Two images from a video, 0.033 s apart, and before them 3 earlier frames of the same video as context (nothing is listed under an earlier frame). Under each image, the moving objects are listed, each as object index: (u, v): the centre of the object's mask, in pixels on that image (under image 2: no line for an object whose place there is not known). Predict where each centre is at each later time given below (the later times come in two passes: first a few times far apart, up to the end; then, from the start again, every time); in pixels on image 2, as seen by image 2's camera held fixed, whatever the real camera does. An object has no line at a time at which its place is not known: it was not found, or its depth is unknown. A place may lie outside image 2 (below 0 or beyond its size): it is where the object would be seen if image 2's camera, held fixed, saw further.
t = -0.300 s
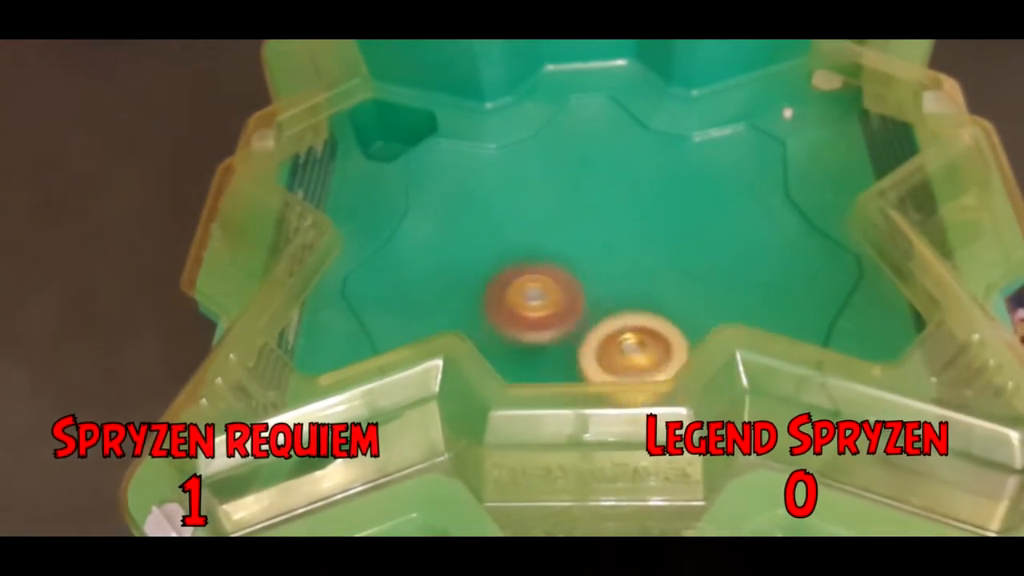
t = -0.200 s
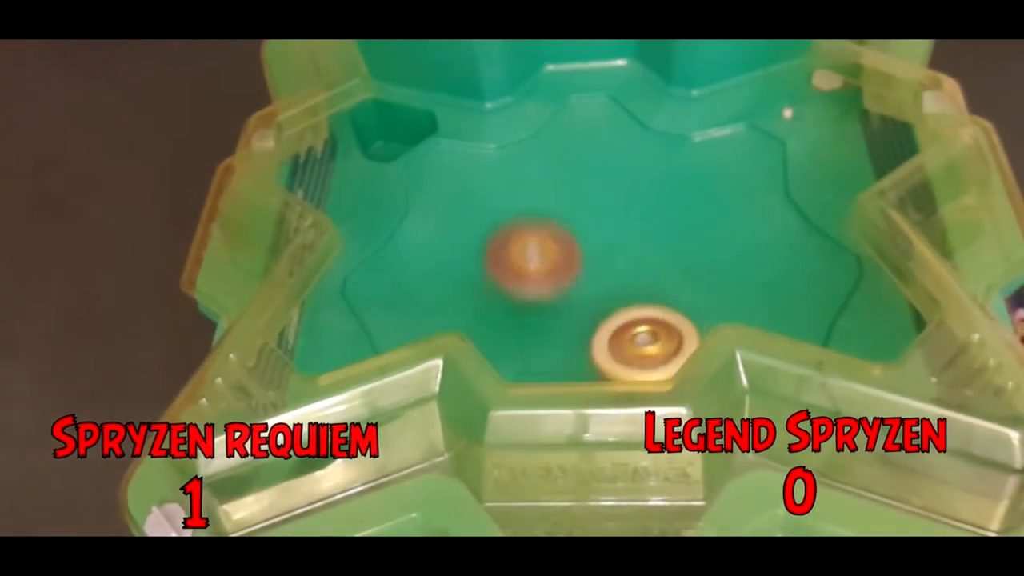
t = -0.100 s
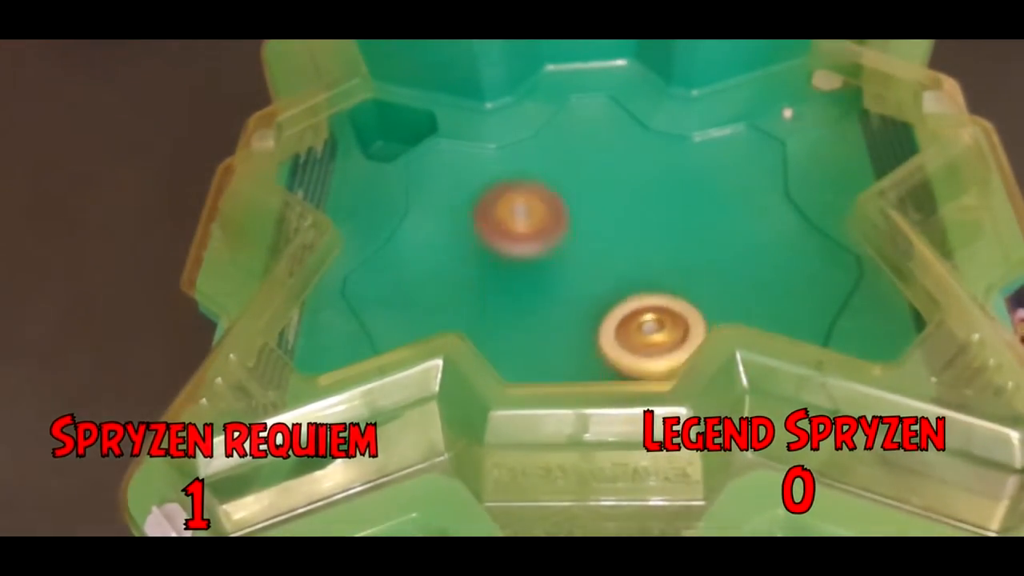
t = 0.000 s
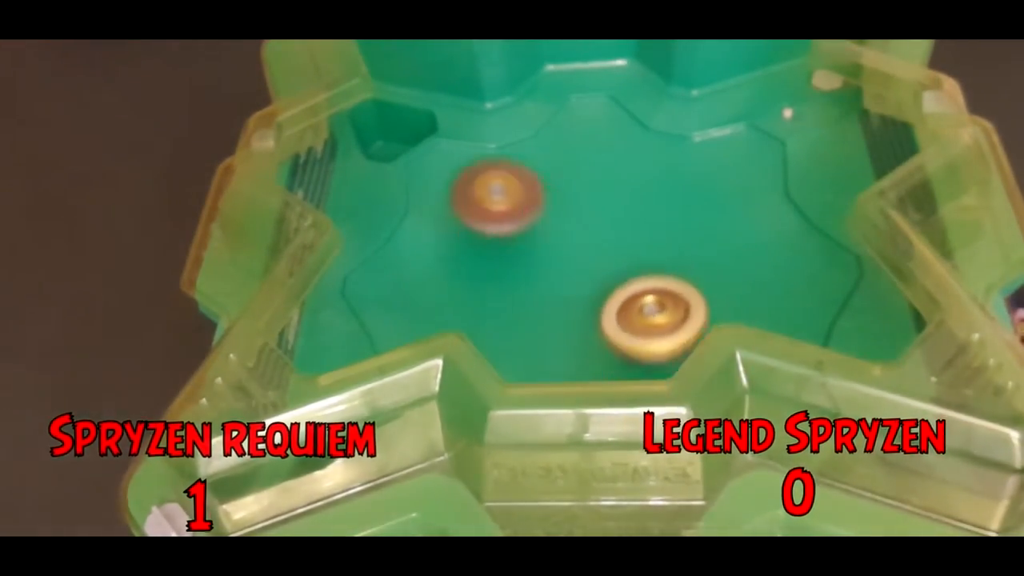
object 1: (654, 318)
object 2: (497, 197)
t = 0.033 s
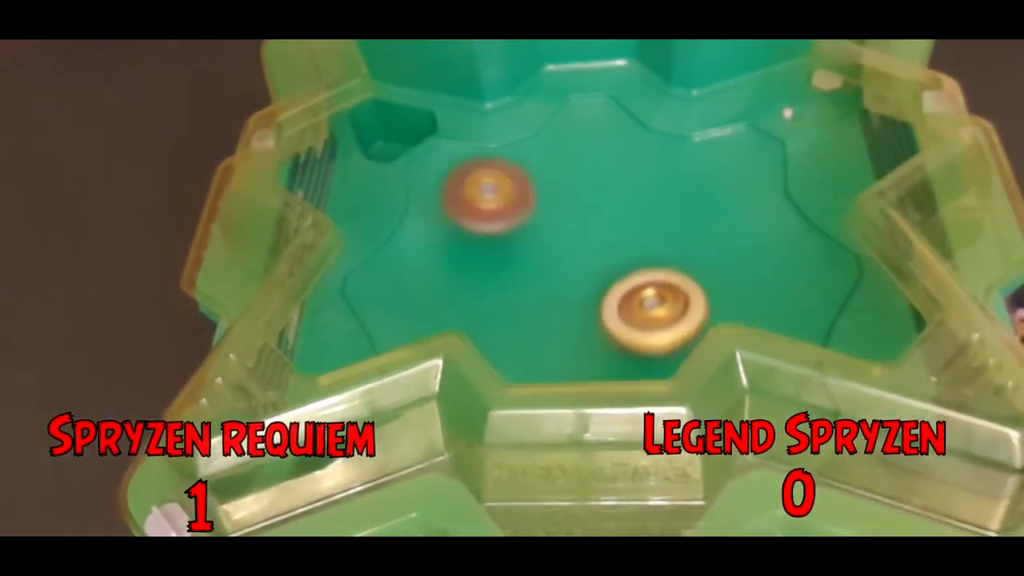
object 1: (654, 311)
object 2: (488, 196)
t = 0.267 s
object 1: (654, 258)
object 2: (472, 258)
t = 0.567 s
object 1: (749, 163)
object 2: (554, 336)
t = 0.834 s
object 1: (703, 208)
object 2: (648, 330)
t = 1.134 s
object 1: (712, 129)
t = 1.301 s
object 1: (655, 177)
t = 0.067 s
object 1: (654, 304)
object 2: (479, 197)
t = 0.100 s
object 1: (653, 296)
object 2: (470, 201)
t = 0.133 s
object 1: (653, 288)
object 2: (461, 208)
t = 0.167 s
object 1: (654, 281)
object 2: (455, 219)
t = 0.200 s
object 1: (653, 273)
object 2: (455, 231)
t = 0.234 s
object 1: (654, 266)
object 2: (461, 244)
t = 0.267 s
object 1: (654, 258)
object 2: (472, 258)
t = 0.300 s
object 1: (654, 251)
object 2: (488, 268)
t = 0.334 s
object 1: (654, 245)
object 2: (507, 277)
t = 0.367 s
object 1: (653, 239)
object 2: (528, 283)
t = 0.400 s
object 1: (652, 234)
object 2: (551, 285)
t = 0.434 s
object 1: (657, 225)
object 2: (568, 290)
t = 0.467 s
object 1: (683, 204)
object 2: (559, 305)
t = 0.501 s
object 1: (709, 186)
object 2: (553, 318)
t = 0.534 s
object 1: (730, 173)
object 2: (551, 329)
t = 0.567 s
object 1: (749, 163)
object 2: (554, 336)
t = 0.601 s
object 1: (765, 159)
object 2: (561, 340)
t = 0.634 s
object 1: (773, 158)
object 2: (573, 343)
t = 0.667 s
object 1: (770, 165)
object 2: (590, 343)
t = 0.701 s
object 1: (758, 179)
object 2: (609, 340)
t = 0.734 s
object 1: (742, 194)
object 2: (628, 334)
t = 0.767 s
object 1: (725, 209)
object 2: (647, 325)
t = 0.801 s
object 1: (707, 222)
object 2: (661, 311)
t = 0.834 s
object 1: (703, 208)
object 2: (648, 330)
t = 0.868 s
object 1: (708, 179)
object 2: (625, 352)
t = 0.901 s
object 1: (711, 158)
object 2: (605, 365)
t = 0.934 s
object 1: (713, 141)
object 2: (587, 374)
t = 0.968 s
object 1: (714, 127)
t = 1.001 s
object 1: (716, 119)
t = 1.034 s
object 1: (717, 114)
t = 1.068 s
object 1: (717, 116)
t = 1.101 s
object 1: (716, 122)
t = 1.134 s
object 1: (712, 129)
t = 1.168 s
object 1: (705, 137)
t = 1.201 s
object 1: (696, 147)
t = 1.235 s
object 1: (685, 156)
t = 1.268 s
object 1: (671, 166)
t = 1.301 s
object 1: (655, 177)
